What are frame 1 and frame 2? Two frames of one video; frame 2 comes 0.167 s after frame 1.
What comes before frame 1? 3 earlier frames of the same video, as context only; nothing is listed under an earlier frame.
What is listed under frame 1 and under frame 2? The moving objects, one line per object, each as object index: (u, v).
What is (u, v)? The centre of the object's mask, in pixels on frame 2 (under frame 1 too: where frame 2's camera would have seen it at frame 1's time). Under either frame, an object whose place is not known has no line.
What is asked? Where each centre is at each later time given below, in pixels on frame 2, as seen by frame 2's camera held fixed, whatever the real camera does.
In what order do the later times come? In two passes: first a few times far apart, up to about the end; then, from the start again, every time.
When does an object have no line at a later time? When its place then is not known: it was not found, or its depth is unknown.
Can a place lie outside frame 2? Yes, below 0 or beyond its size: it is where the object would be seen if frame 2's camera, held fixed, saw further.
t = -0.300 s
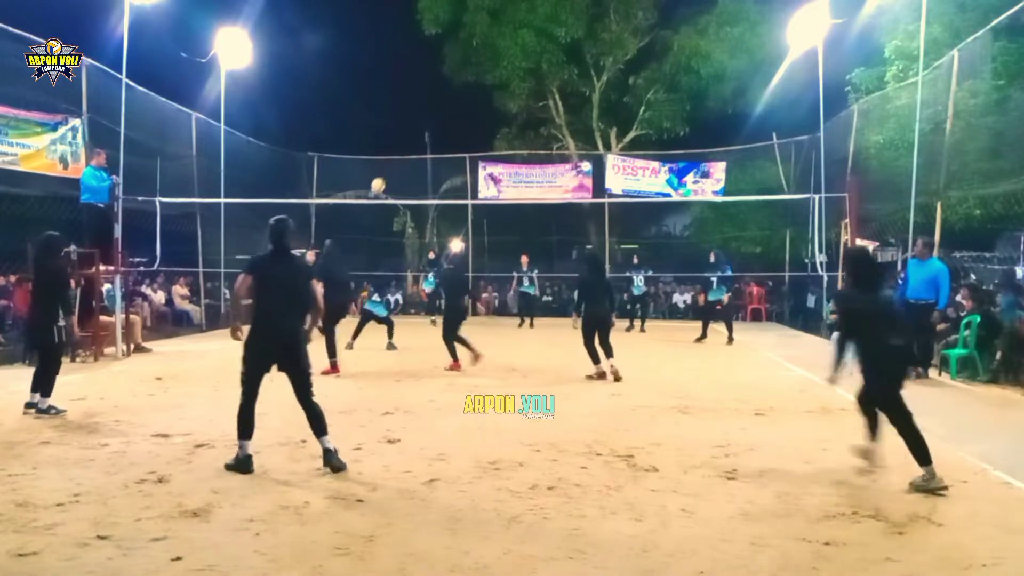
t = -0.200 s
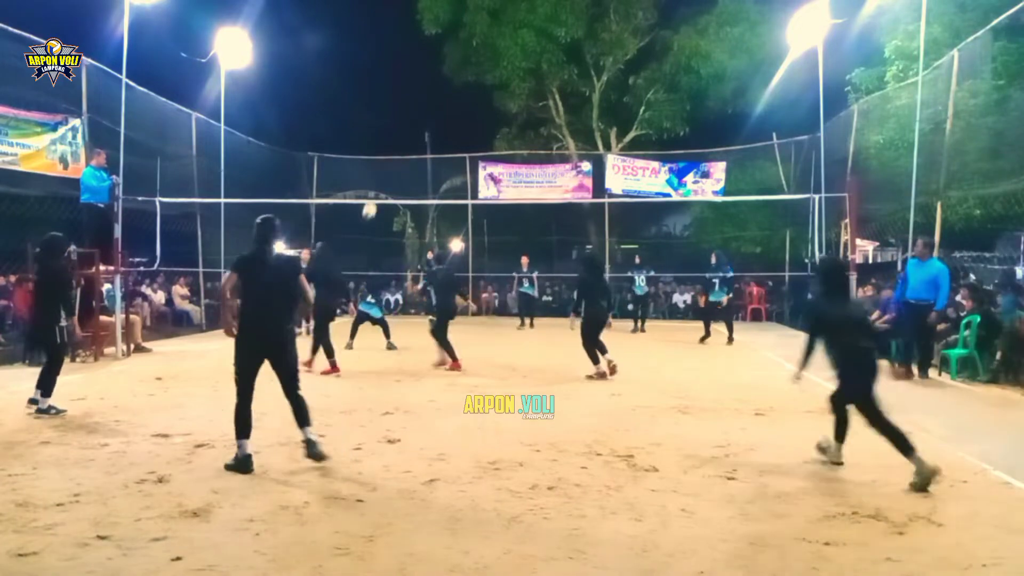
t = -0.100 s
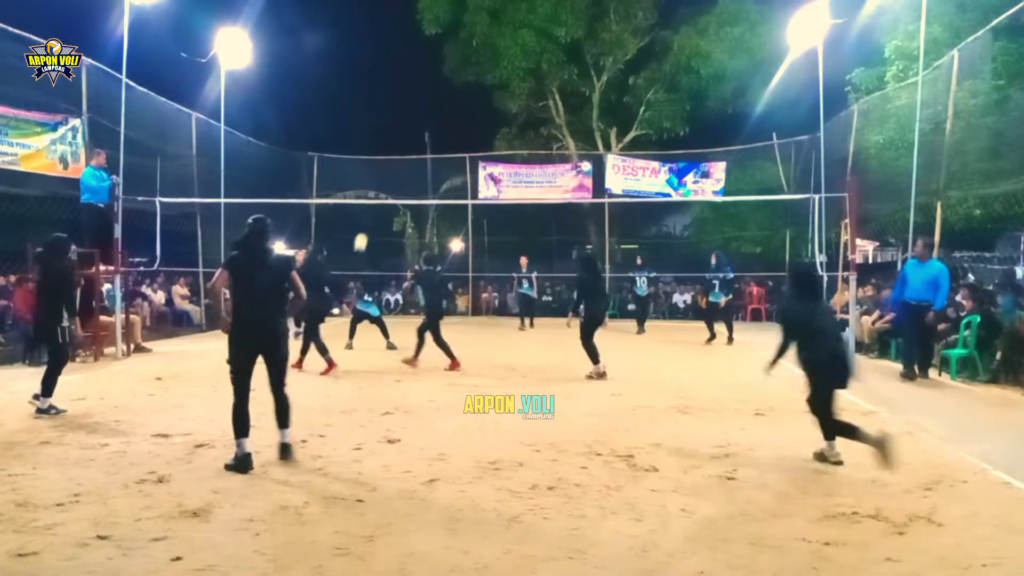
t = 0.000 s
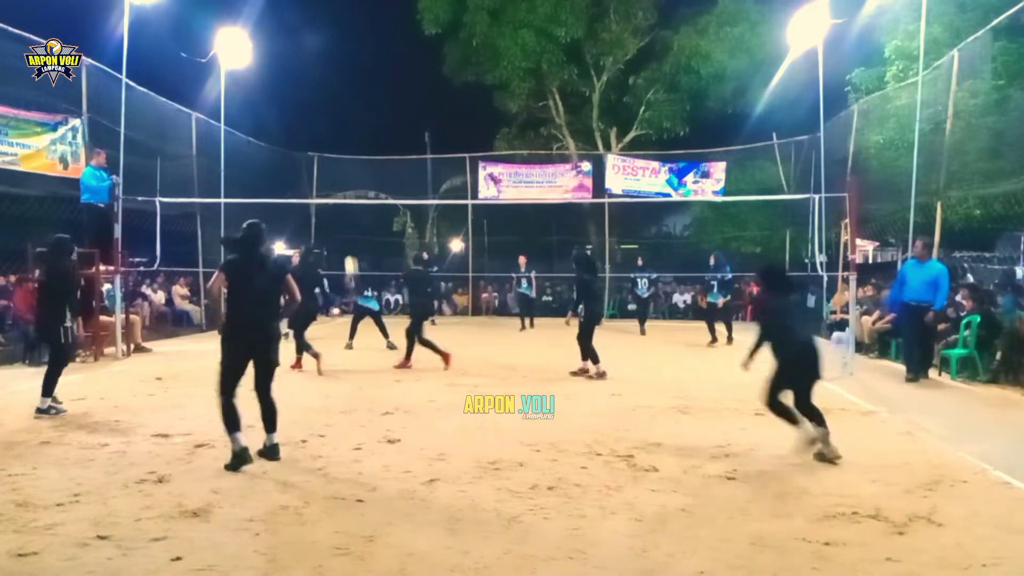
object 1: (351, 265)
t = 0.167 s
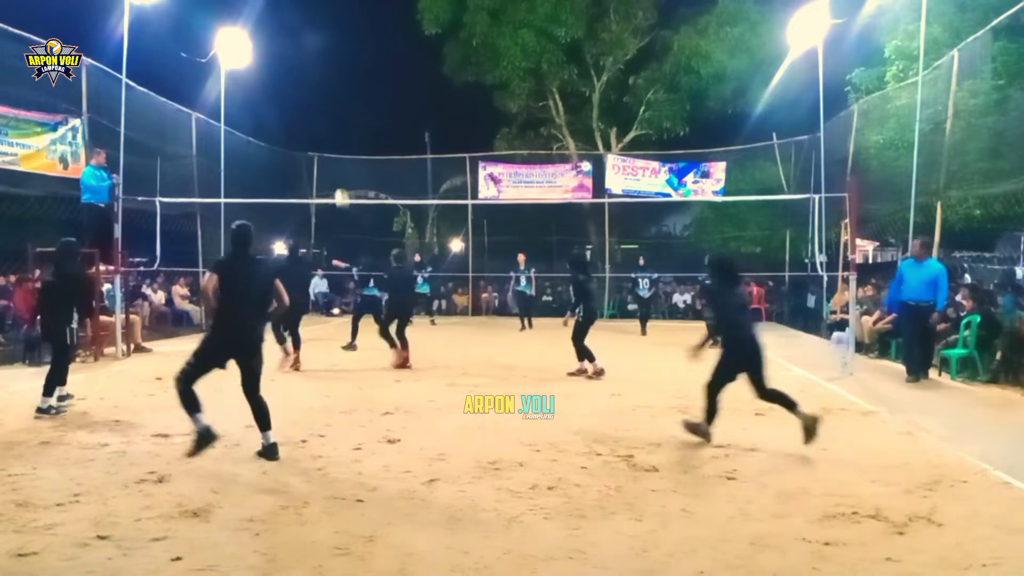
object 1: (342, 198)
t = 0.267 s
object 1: (337, 166)
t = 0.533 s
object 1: (322, 110)
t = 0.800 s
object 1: (307, 100)
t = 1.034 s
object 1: (294, 129)
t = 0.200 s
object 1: (340, 186)
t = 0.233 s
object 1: (338, 176)
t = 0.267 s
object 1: (337, 166)
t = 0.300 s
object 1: (335, 156)
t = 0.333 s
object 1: (333, 147)
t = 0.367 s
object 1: (331, 140)
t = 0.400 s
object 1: (330, 132)
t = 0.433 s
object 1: (328, 126)
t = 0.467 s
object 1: (326, 120)
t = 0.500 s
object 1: (324, 114)
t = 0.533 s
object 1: (322, 110)
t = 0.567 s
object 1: (321, 106)
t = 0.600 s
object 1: (319, 103)
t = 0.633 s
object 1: (317, 101)
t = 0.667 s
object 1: (315, 99)
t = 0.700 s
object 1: (313, 98)
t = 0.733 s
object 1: (311, 98)
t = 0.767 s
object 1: (309, 98)
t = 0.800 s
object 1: (307, 100)
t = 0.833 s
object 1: (306, 101)
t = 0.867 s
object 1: (304, 104)
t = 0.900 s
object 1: (302, 108)
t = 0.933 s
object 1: (300, 112)
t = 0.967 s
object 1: (298, 117)
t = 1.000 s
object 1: (296, 123)
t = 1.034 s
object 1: (294, 129)
